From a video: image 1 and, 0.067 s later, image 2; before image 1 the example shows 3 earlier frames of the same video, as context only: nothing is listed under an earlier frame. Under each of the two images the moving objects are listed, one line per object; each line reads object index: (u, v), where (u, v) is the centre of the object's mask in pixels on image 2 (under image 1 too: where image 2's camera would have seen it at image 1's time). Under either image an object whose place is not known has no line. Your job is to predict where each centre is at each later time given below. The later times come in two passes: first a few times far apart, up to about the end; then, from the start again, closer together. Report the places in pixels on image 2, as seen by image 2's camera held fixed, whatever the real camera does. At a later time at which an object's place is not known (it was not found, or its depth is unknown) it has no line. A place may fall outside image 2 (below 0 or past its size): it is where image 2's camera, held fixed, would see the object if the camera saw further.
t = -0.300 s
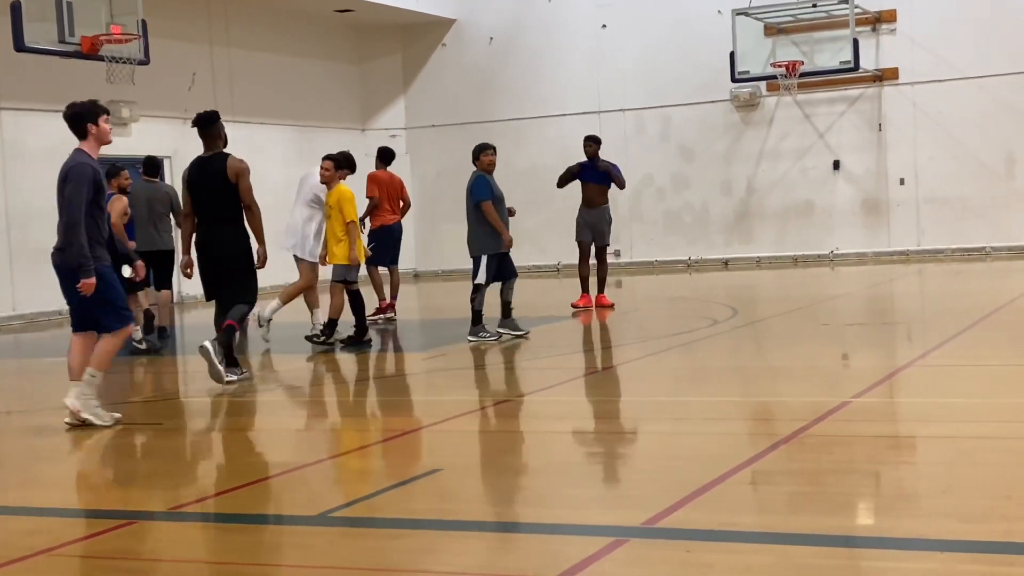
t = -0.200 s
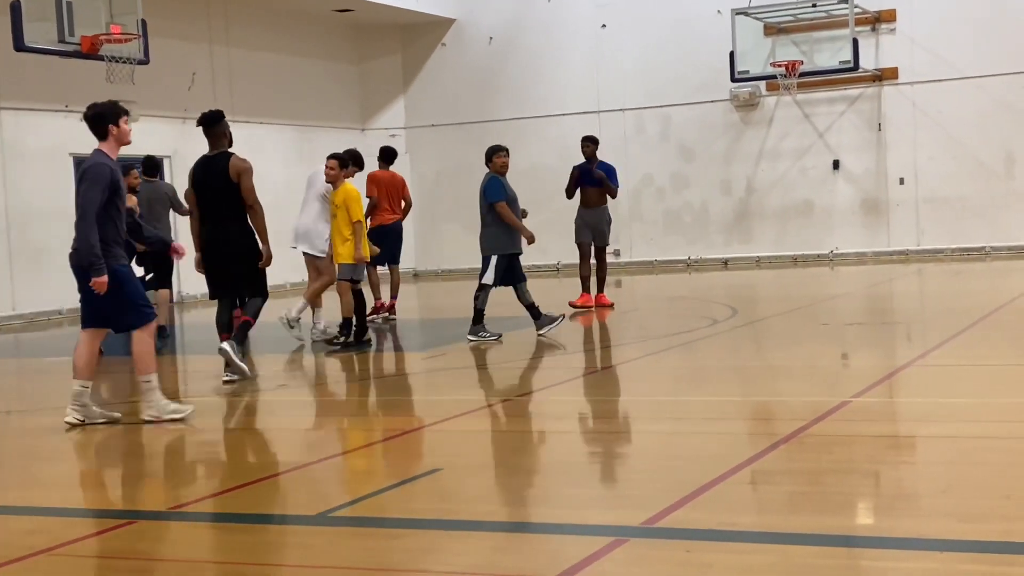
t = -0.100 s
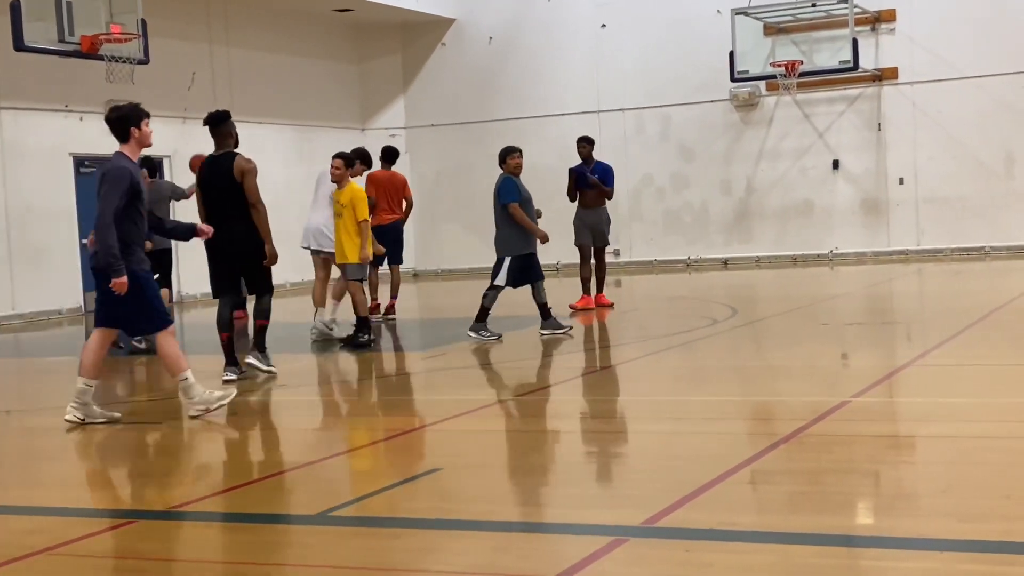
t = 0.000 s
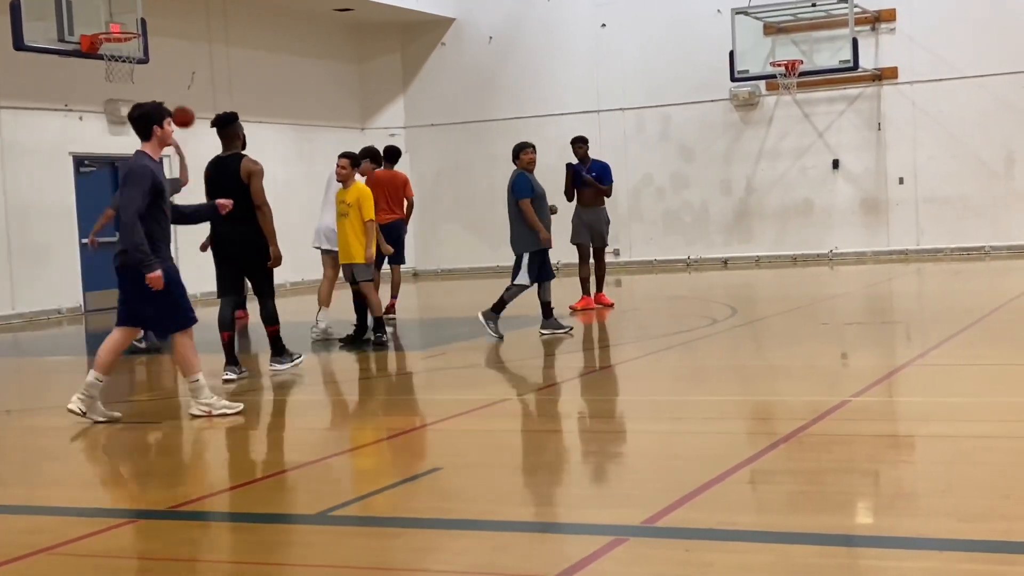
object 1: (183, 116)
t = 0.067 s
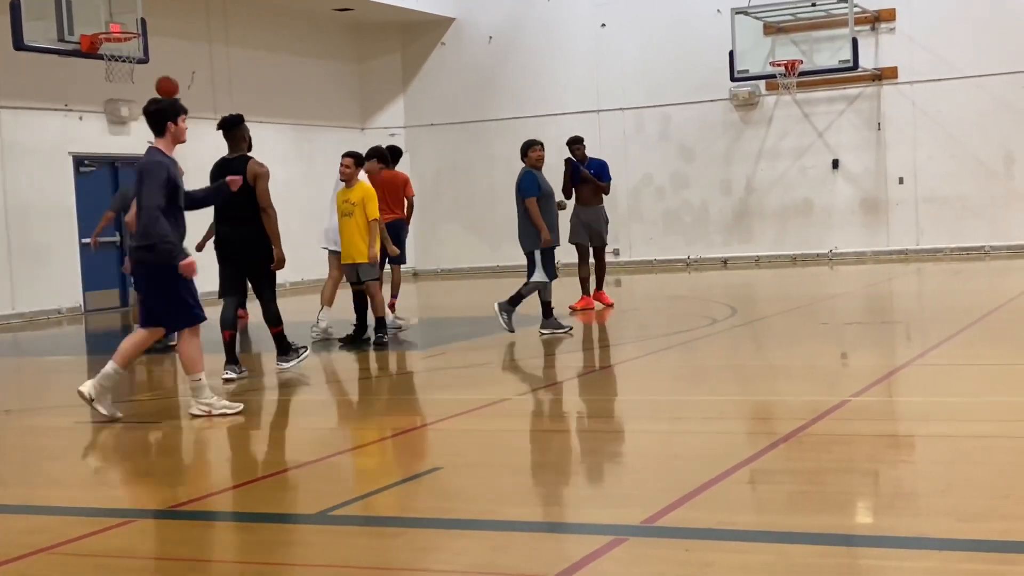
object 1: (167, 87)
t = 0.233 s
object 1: (127, 26)
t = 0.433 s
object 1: (120, 12)
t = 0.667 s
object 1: (117, 41)
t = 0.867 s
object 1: (104, 61)
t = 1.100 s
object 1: (108, 96)
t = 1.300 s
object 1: (118, 167)
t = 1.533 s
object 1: (129, 296)
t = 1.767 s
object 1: (134, 244)
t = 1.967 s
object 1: (139, 189)
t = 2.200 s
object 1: (149, 172)
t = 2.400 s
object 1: (160, 200)
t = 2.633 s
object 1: (175, 281)
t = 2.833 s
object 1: (183, 287)
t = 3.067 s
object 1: (188, 237)
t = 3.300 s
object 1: (197, 239)
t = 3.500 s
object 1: (208, 283)
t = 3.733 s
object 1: (217, 291)
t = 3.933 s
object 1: (222, 265)
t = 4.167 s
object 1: (231, 283)
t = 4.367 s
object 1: (239, 312)
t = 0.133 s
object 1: (151, 62)
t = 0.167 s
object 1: (143, 50)
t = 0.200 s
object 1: (135, 39)
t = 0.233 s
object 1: (127, 26)
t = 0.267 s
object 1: (120, 21)
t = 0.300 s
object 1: (119, 18)
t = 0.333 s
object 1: (119, 15)
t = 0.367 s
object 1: (119, 13)
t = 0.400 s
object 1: (120, 12)
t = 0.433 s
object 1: (120, 12)
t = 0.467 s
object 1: (121, 13)
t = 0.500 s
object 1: (122, 16)
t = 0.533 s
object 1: (122, 19)
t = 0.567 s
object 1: (123, 23)
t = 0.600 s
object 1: (124, 29)
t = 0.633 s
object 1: (121, 33)
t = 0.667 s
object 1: (117, 41)
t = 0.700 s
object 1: (113, 45)
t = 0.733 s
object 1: (111, 52)
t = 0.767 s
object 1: (107, 56)
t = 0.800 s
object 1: (104, 59)
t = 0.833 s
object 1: (104, 61)
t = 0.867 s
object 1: (104, 61)
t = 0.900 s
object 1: (104, 63)
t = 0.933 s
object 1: (104, 65)
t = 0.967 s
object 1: (104, 71)
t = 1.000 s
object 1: (106, 75)
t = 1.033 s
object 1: (106, 81)
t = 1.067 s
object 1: (107, 88)
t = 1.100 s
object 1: (108, 96)
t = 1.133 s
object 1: (109, 106)
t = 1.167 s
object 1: (111, 116)
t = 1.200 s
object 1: (112, 127)
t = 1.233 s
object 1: (113, 140)
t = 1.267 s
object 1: (115, 152)
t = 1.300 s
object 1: (118, 167)
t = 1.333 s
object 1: (119, 182)
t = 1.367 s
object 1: (120, 199)
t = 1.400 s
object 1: (121, 217)
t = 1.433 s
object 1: (124, 235)
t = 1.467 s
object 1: (126, 253)
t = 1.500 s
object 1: (127, 274)
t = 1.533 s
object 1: (129, 296)
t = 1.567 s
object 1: (131, 318)
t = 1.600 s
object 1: (131, 319)
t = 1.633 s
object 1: (132, 303)
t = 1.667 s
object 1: (133, 287)
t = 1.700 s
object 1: (133, 272)
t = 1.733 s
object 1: (133, 258)
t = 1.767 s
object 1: (134, 244)
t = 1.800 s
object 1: (135, 233)
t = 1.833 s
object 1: (135, 222)
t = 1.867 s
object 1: (137, 213)
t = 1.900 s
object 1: (138, 203)
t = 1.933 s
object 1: (138, 196)
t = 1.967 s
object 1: (139, 189)
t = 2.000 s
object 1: (141, 183)
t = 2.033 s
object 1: (142, 179)
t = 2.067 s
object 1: (143, 175)
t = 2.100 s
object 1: (144, 173)
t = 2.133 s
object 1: (145, 172)
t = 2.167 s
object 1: (147, 171)
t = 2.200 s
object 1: (149, 172)
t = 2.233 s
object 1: (150, 174)
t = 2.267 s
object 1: (151, 178)
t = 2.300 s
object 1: (153, 181)
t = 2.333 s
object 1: (155, 187)
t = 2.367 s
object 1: (158, 193)
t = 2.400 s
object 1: (160, 200)
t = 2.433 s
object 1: (161, 208)
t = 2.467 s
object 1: (163, 218)
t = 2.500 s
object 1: (166, 229)
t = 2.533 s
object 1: (168, 239)
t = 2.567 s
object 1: (171, 253)
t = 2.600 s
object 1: (173, 266)
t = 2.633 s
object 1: (175, 281)
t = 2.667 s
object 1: (177, 297)
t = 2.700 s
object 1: (179, 313)
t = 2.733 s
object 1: (182, 325)
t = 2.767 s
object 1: (181, 311)
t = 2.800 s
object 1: (183, 298)
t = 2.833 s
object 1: (183, 287)
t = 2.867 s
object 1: (184, 276)
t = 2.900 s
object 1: (184, 267)
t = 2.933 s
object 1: (185, 259)
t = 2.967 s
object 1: (186, 252)
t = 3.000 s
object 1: (187, 246)
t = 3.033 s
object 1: (187, 241)
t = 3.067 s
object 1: (188, 237)
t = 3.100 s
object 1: (190, 234)
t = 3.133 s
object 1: (191, 232)
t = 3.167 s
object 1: (192, 232)
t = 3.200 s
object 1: (193, 232)
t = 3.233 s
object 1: (194, 233)
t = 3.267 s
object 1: (196, 236)
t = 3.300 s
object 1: (197, 239)
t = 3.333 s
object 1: (199, 244)
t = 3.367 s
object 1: (201, 250)
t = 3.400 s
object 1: (202, 257)
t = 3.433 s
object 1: (204, 264)
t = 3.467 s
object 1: (206, 273)
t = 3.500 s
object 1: (208, 283)
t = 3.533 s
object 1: (210, 294)
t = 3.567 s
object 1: (212, 307)
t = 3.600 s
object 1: (214, 319)
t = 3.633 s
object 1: (215, 319)
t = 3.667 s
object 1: (215, 309)
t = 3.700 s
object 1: (216, 299)
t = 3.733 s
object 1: (217, 291)
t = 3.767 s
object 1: (217, 284)
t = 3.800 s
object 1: (218, 278)
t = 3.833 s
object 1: (219, 273)
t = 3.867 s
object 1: (220, 269)
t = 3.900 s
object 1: (221, 267)
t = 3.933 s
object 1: (222, 265)
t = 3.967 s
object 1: (223, 264)
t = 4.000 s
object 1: (224, 265)
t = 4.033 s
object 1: (225, 266)
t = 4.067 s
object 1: (226, 269)
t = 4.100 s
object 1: (228, 272)
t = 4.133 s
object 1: (229, 277)
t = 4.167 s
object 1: (231, 283)
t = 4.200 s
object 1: (233, 290)
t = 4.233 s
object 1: (234, 298)
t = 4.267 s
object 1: (236, 308)
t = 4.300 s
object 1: (238, 318)
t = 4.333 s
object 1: (239, 320)
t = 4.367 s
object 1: (239, 312)
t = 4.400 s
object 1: (240, 305)
